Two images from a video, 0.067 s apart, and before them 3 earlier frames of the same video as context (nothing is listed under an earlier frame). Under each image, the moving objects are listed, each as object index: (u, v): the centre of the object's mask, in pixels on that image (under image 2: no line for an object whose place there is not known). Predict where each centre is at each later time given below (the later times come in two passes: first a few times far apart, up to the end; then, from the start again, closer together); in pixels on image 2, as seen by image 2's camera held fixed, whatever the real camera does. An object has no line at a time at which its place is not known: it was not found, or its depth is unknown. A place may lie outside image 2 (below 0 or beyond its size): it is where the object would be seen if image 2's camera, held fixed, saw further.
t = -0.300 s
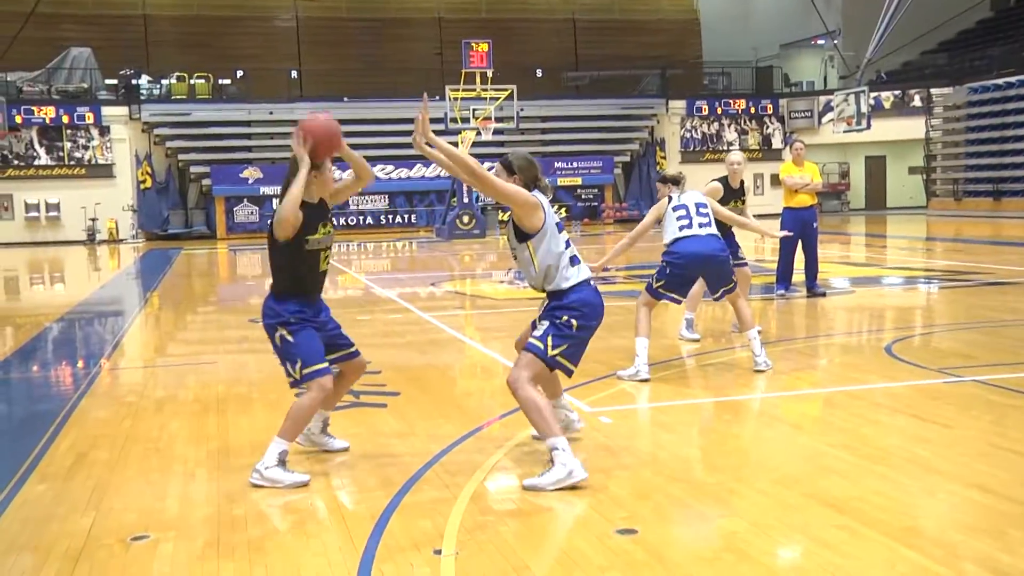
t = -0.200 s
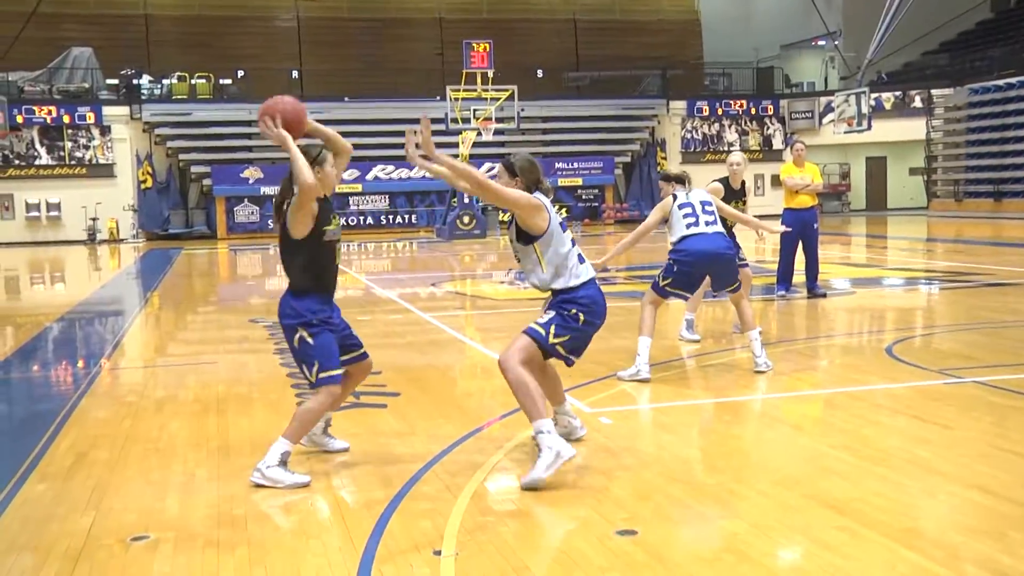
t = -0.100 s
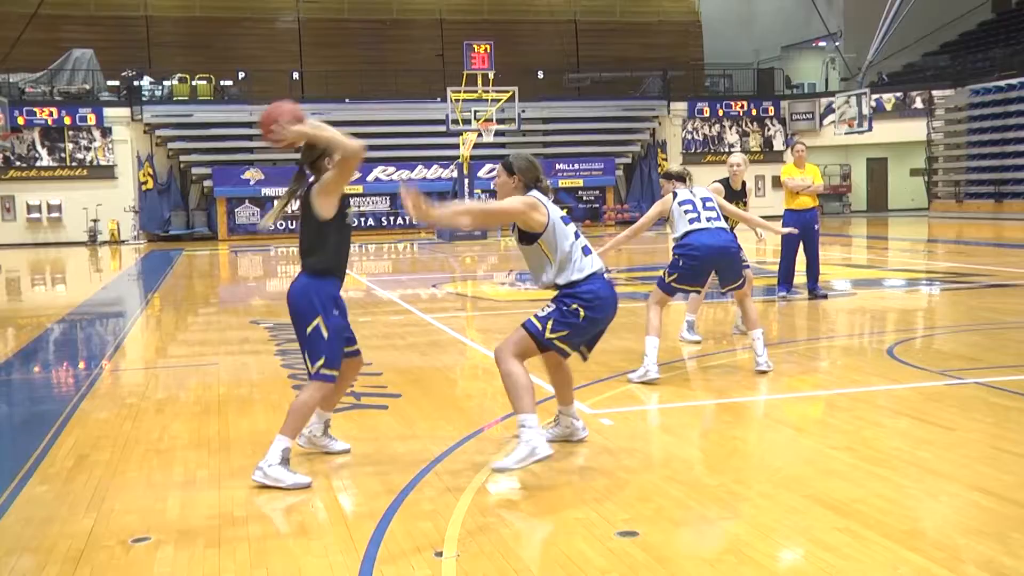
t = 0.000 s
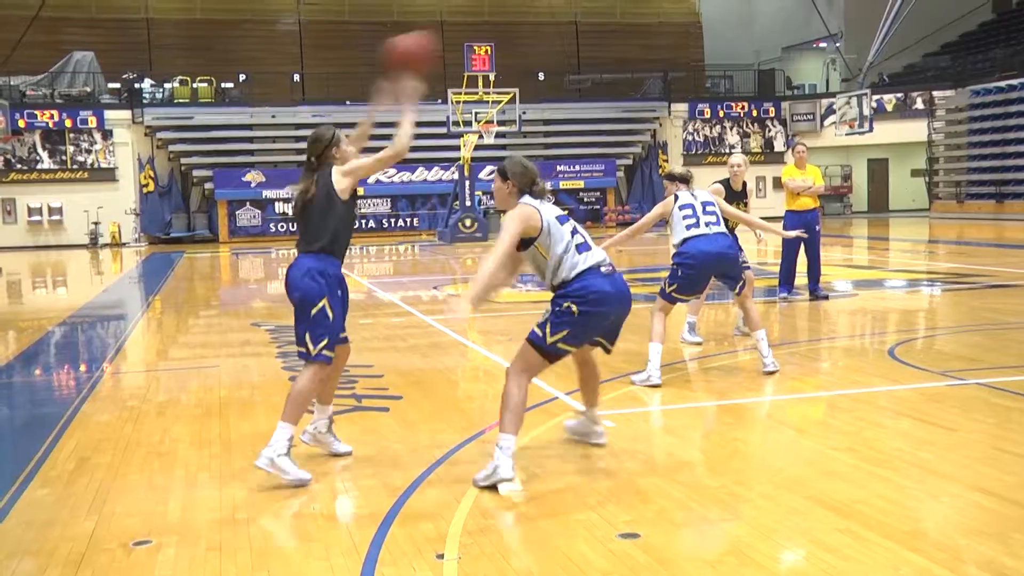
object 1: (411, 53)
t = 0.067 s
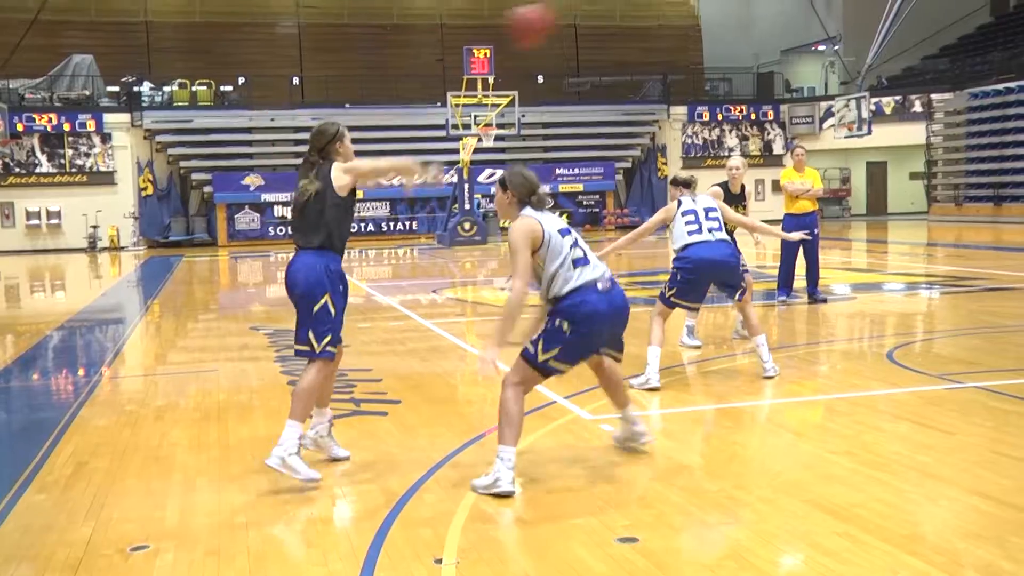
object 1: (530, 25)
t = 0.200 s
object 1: (724, -1)
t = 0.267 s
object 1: (798, -5)
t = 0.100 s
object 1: (585, 13)
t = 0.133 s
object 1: (633, 8)
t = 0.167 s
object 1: (680, 2)
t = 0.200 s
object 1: (724, -1)
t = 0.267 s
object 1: (798, -5)
